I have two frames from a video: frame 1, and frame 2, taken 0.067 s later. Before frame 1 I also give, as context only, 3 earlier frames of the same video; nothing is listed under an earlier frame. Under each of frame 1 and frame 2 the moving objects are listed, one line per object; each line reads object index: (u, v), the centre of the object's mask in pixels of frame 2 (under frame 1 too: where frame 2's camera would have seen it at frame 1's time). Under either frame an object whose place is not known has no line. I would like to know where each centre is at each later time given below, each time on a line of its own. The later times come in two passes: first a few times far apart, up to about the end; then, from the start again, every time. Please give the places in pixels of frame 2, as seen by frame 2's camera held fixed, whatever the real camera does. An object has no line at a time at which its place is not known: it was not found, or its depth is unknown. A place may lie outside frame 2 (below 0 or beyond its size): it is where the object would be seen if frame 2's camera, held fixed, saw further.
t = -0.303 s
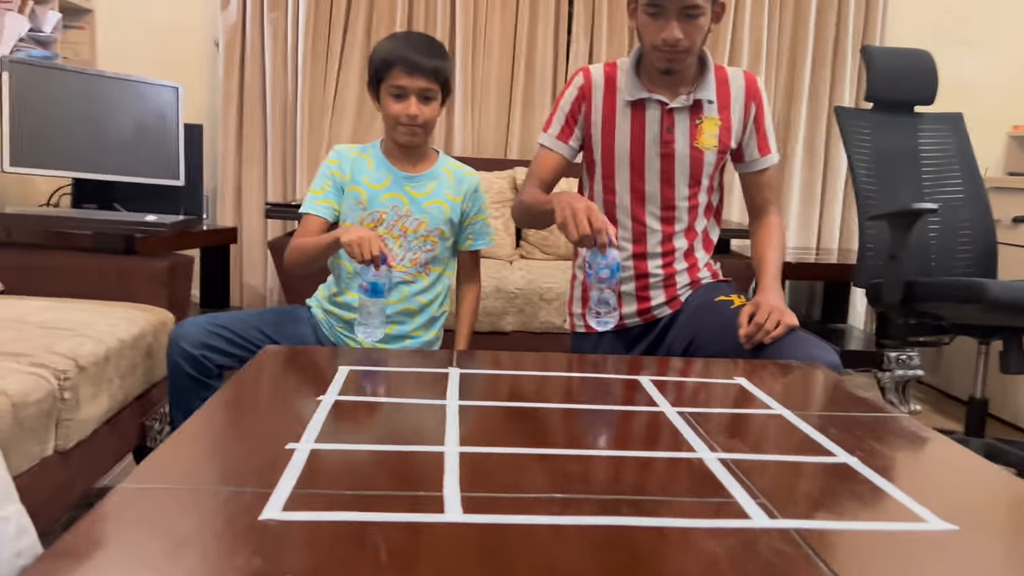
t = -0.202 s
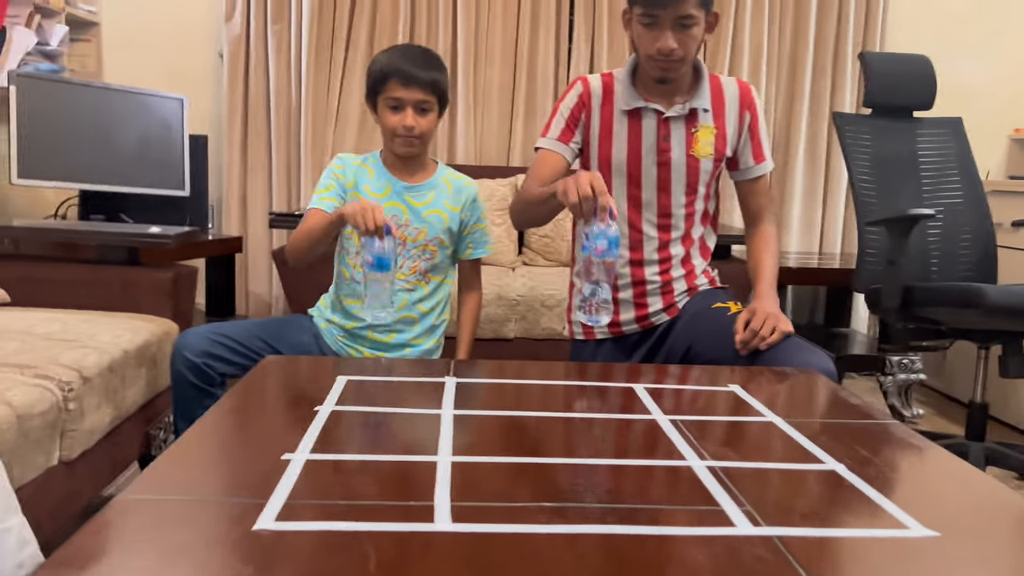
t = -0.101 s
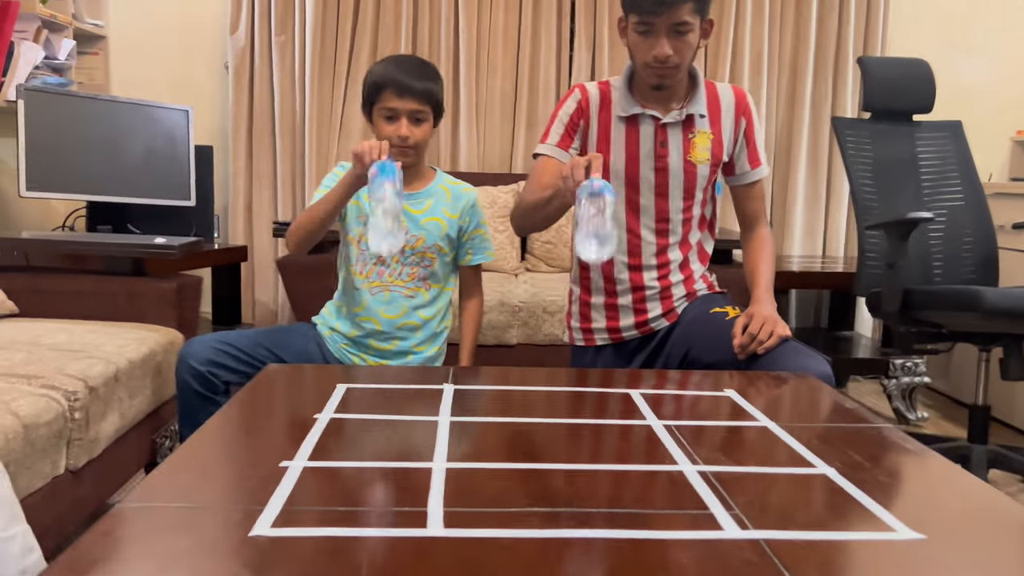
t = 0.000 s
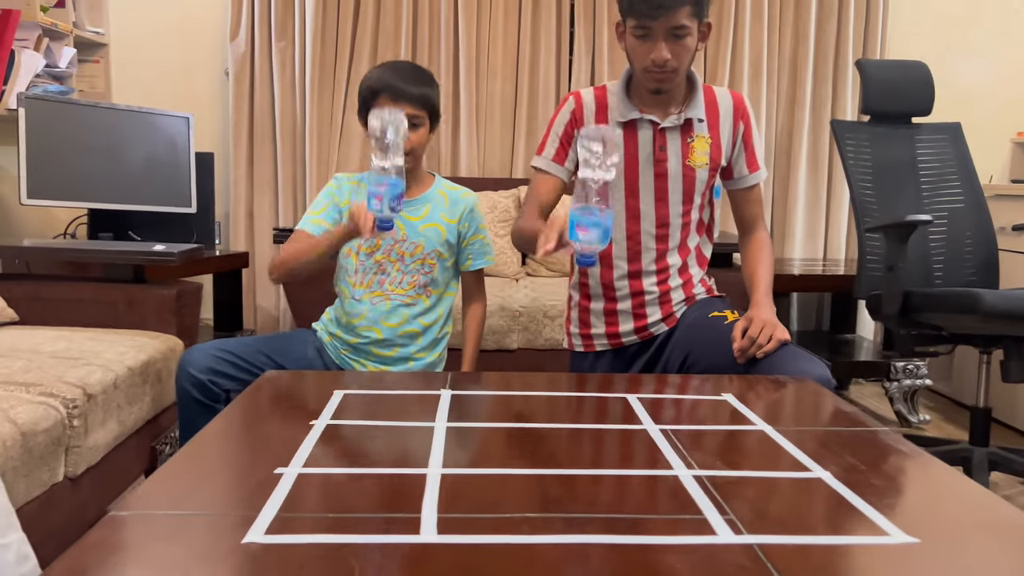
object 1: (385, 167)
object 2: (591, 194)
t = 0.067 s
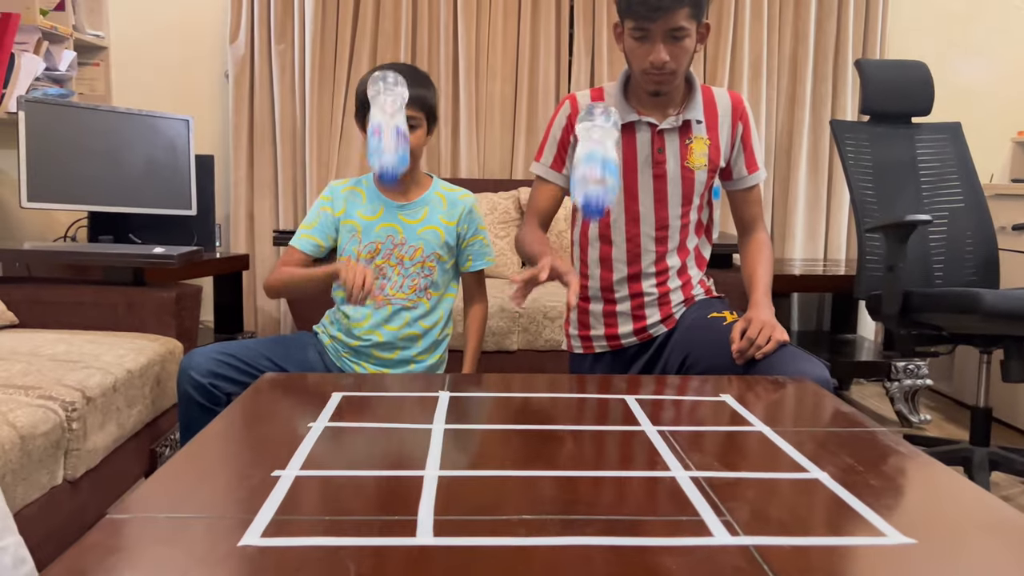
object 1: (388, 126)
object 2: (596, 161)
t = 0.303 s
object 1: (397, 173)
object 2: (597, 273)
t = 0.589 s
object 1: (406, 352)
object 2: (596, 410)
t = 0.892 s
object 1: (409, 354)
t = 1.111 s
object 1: (405, 353)
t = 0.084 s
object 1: (388, 116)
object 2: (597, 151)
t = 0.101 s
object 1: (389, 107)
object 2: (598, 144)
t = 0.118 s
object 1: (390, 100)
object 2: (599, 133)
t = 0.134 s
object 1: (391, 92)
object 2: (599, 130)
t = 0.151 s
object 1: (391, 89)
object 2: (600, 131)
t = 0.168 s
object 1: (391, 90)
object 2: (600, 134)
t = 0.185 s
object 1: (392, 93)
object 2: (601, 140)
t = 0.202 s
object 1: (392, 98)
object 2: (601, 149)
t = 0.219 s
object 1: (393, 105)
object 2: (601, 163)
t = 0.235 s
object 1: (394, 114)
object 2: (600, 181)
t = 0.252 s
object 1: (395, 126)
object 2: (600, 200)
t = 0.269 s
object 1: (395, 139)
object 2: (599, 221)
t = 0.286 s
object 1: (396, 153)
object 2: (598, 246)
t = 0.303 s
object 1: (397, 173)
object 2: (597, 273)
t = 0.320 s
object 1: (398, 194)
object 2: (597, 304)
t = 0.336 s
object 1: (399, 218)
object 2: (597, 336)
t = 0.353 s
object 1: (399, 241)
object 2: (597, 368)
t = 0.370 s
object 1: (400, 271)
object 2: (598, 375)
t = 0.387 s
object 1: (400, 300)
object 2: (597, 378)
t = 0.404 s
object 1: (402, 335)
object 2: (597, 384)
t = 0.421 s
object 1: (403, 353)
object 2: (596, 390)
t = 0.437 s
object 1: (403, 351)
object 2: (596, 397)
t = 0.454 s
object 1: (403, 350)
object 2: (595, 403)
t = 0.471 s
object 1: (404, 350)
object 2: (595, 410)
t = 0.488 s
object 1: (405, 350)
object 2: (596, 410)
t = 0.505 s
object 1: (406, 351)
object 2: (596, 410)
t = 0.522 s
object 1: (406, 351)
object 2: (597, 410)
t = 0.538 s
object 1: (406, 351)
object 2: (597, 410)
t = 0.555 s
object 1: (406, 351)
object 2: (597, 410)
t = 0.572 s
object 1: (406, 352)
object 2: (597, 410)
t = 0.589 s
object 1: (406, 352)
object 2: (596, 410)
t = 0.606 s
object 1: (406, 353)
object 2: (595, 410)
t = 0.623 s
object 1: (407, 353)
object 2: (595, 410)
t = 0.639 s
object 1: (408, 353)
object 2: (596, 410)
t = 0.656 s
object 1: (409, 353)
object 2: (596, 410)
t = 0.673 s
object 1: (409, 353)
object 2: (597, 410)
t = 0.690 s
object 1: (409, 353)
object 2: (596, 410)
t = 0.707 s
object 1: (409, 353)
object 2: (596, 410)
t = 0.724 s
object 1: (408, 353)
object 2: (596, 410)
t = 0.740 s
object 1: (406, 353)
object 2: (595, 410)
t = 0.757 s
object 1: (405, 353)
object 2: (595, 410)
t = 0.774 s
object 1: (404, 353)
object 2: (595, 410)
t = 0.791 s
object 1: (403, 353)
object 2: (595, 410)
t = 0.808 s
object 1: (403, 353)
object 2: (596, 410)
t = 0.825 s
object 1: (404, 353)
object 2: (596, 410)
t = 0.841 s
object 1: (407, 353)
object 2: (597, 410)
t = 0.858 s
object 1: (408, 353)
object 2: (596, 410)
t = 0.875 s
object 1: (409, 353)
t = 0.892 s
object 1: (409, 354)
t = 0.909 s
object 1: (408, 353)
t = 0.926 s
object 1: (406, 354)
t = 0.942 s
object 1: (405, 353)
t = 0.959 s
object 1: (405, 353)
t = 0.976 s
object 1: (405, 353)
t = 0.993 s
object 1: (406, 353)
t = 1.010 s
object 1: (408, 353)
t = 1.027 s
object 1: (408, 353)
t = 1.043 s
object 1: (408, 353)
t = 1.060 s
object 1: (407, 354)
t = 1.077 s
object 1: (406, 353)
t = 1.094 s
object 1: (405, 353)
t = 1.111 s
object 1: (405, 353)
